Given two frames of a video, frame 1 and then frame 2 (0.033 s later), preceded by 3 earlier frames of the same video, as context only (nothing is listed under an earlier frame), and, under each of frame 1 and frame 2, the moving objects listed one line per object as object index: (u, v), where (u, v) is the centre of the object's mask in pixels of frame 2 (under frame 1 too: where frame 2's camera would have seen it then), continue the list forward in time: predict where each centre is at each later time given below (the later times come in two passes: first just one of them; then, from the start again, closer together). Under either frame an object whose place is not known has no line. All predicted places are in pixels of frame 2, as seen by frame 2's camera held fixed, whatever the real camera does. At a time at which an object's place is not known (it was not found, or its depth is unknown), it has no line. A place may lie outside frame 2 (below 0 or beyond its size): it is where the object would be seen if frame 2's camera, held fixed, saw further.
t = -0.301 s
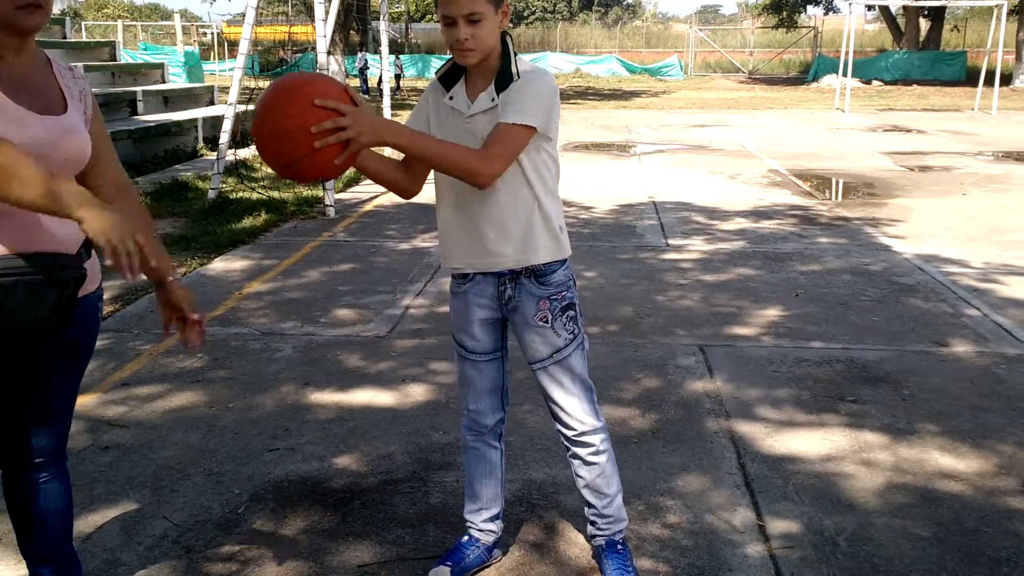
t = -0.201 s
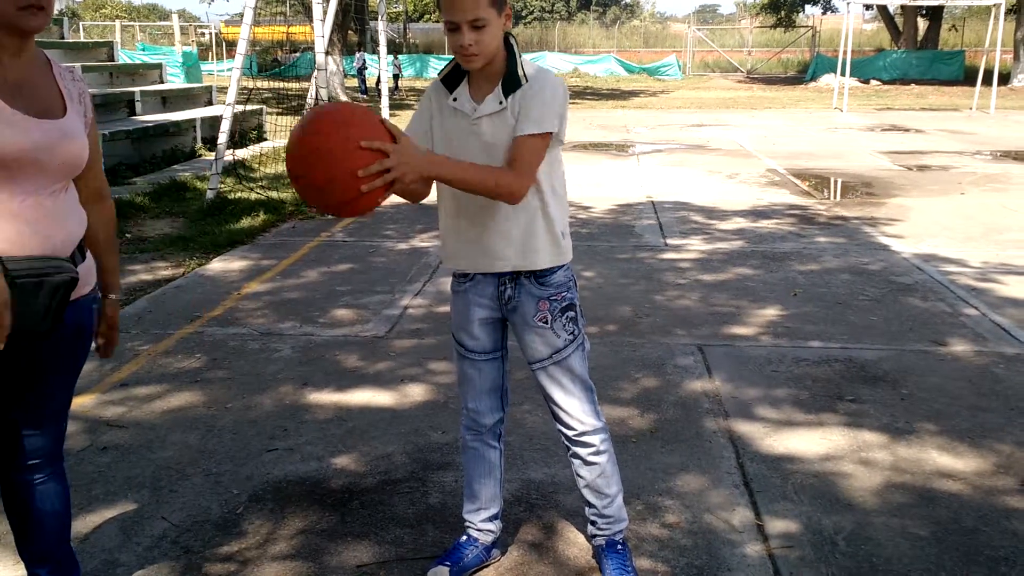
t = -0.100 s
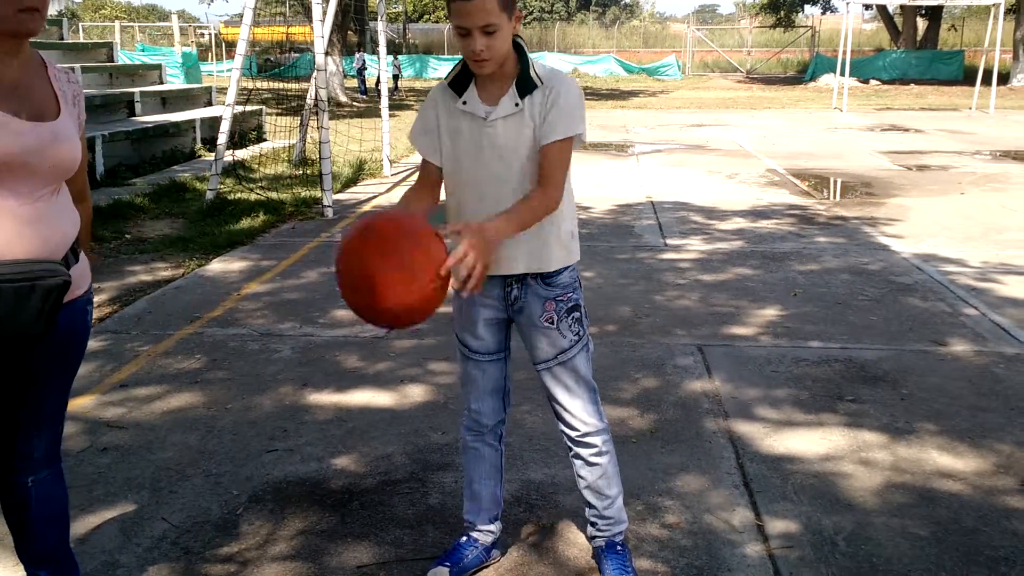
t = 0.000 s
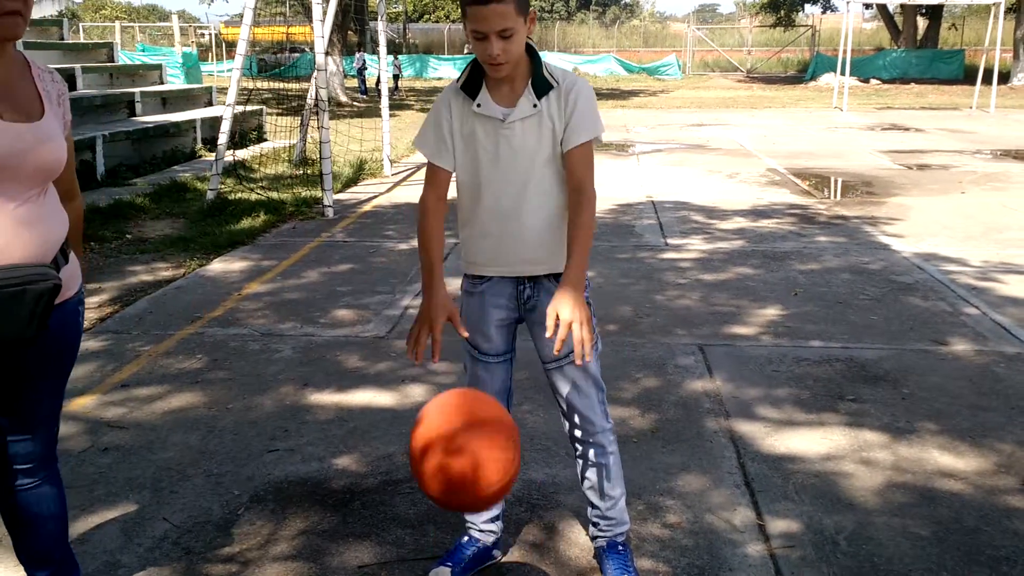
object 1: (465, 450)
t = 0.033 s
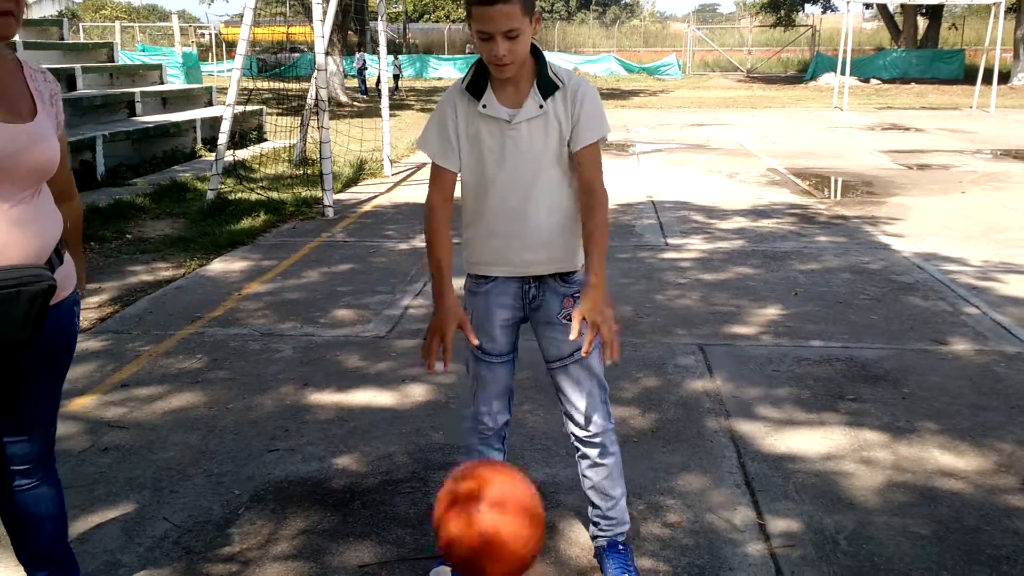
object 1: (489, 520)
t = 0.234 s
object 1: (574, 414)
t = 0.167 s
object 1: (551, 507)
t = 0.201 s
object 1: (563, 458)
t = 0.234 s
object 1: (574, 414)
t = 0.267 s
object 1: (586, 372)
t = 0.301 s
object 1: (598, 333)
